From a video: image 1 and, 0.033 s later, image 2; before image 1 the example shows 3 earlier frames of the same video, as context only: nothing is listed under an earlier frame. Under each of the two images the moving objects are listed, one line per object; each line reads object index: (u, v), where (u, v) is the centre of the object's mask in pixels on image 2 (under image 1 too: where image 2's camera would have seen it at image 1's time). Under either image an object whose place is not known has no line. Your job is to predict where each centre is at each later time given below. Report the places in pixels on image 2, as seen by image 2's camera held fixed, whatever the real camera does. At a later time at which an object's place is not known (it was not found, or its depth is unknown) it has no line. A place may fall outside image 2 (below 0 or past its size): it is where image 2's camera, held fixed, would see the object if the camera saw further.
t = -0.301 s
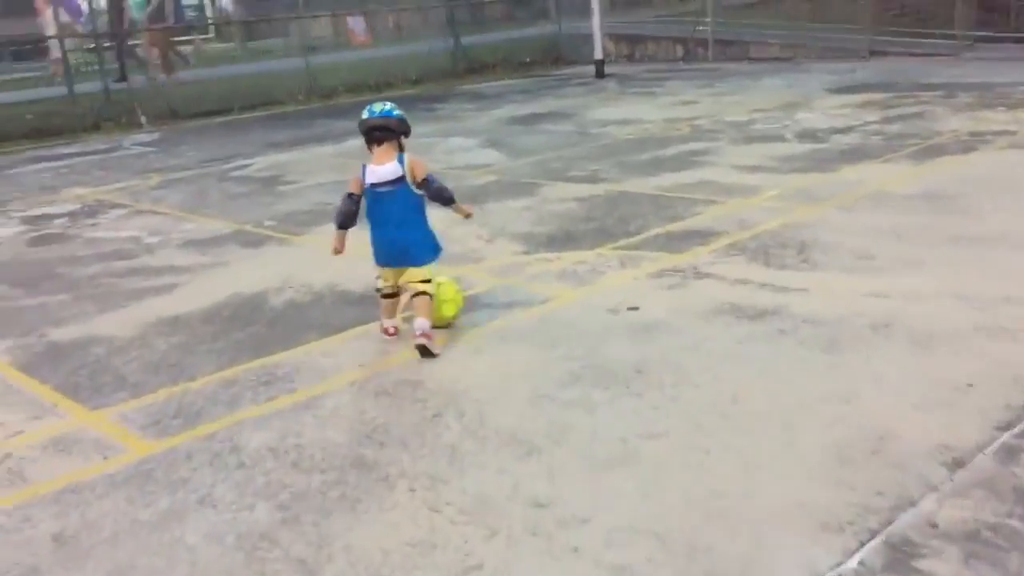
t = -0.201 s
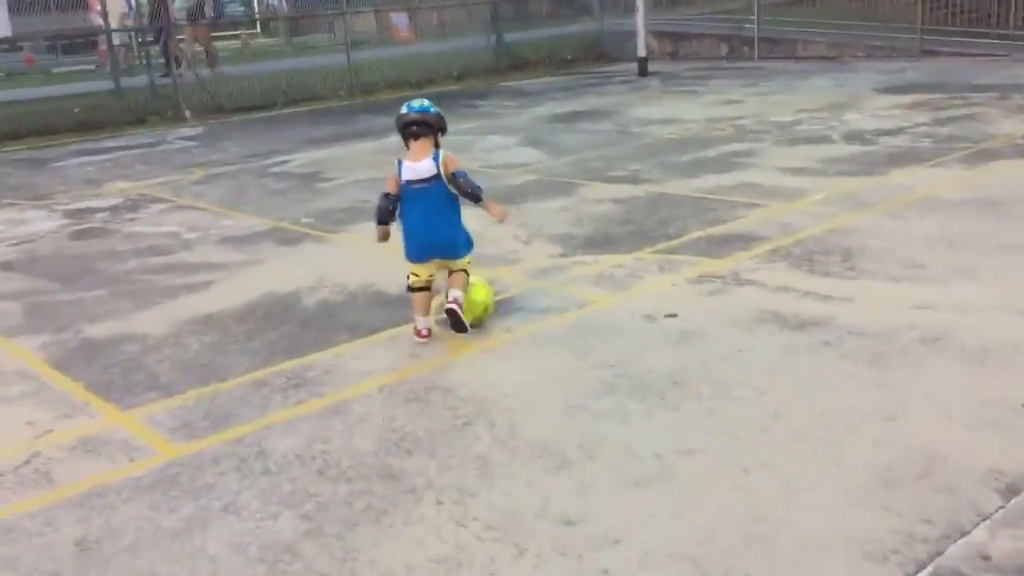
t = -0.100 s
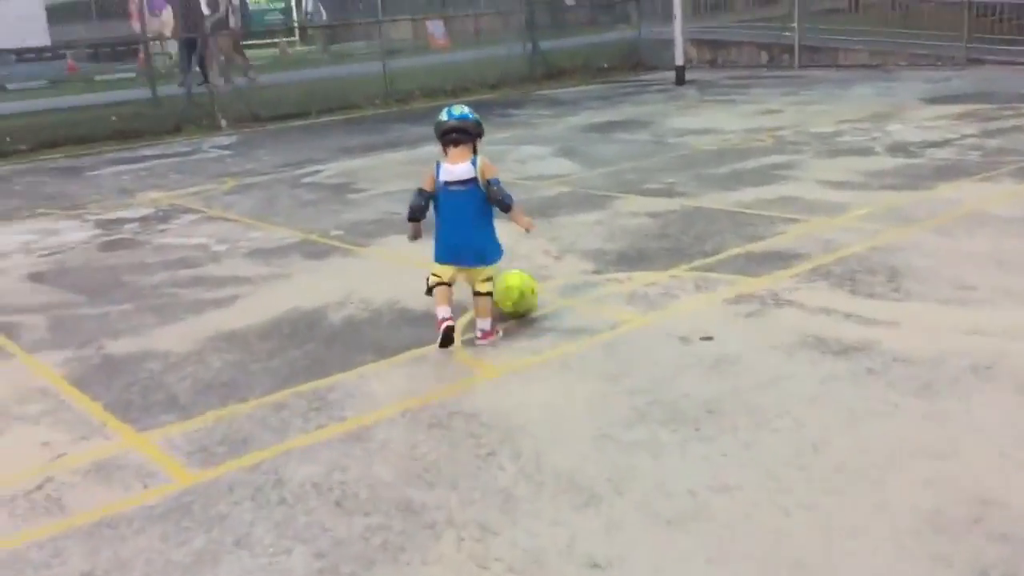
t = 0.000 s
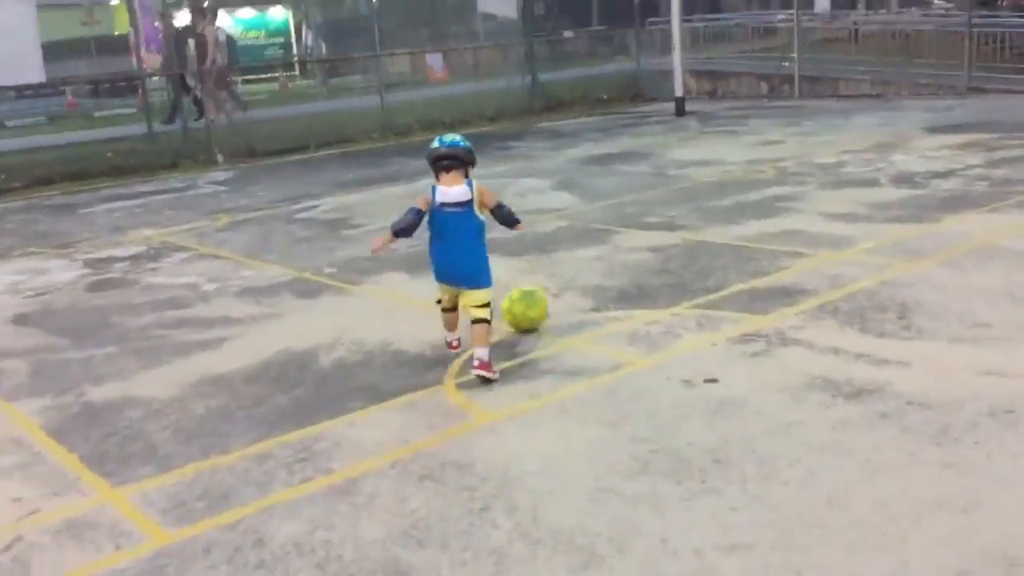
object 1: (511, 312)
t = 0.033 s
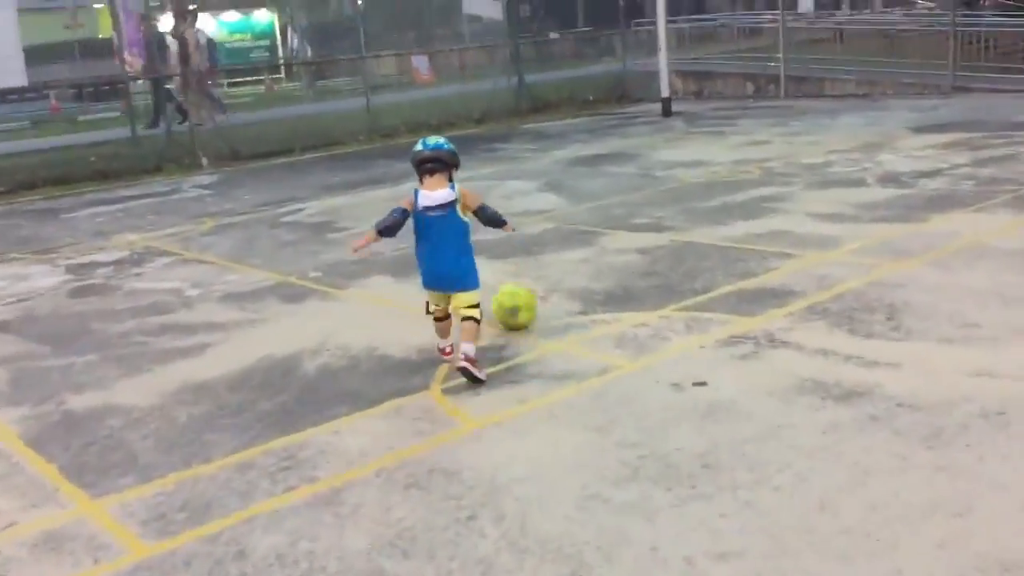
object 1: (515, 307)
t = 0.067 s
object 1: (519, 300)
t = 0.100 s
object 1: (521, 296)
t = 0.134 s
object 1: (523, 290)
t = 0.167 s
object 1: (527, 285)
